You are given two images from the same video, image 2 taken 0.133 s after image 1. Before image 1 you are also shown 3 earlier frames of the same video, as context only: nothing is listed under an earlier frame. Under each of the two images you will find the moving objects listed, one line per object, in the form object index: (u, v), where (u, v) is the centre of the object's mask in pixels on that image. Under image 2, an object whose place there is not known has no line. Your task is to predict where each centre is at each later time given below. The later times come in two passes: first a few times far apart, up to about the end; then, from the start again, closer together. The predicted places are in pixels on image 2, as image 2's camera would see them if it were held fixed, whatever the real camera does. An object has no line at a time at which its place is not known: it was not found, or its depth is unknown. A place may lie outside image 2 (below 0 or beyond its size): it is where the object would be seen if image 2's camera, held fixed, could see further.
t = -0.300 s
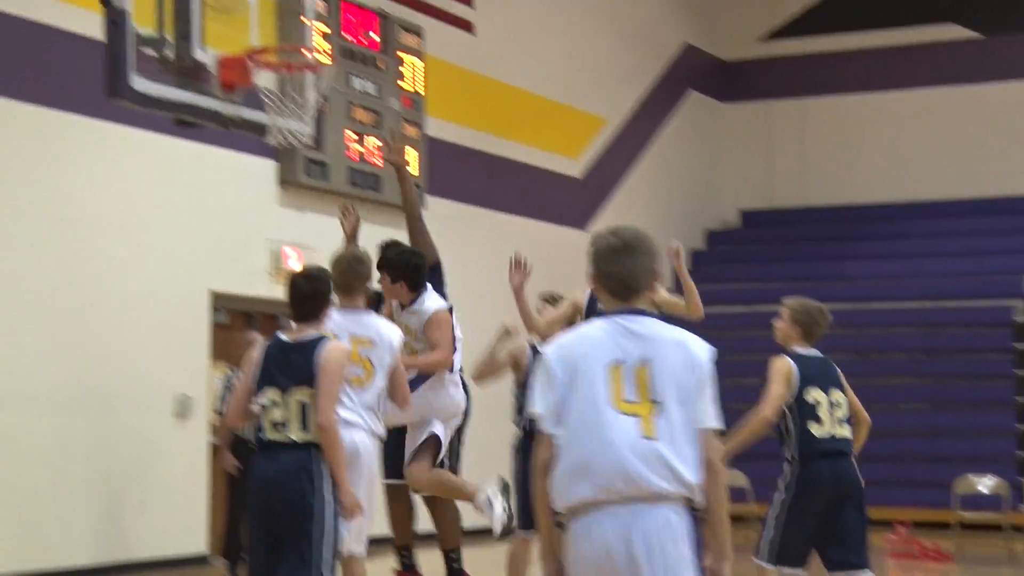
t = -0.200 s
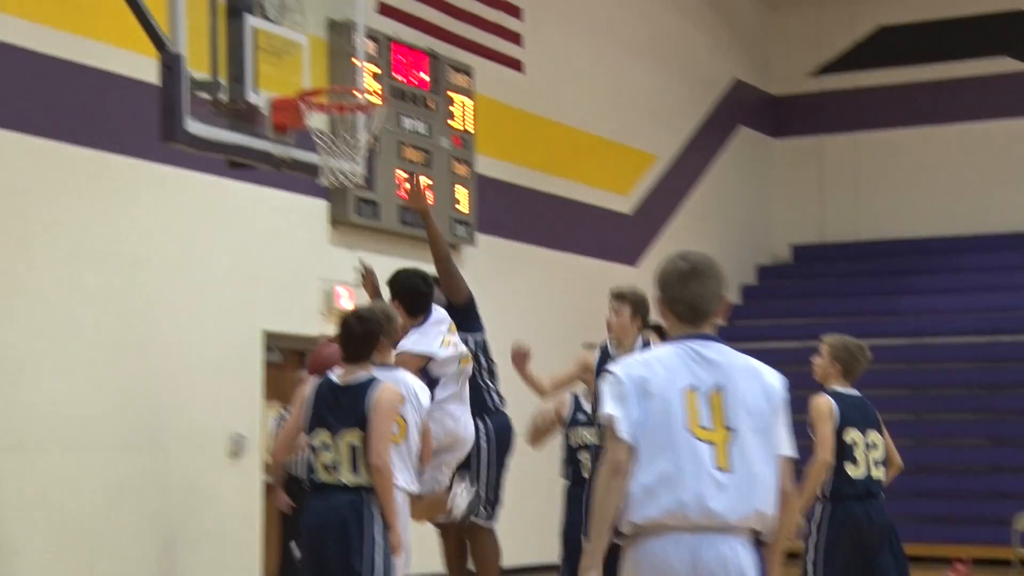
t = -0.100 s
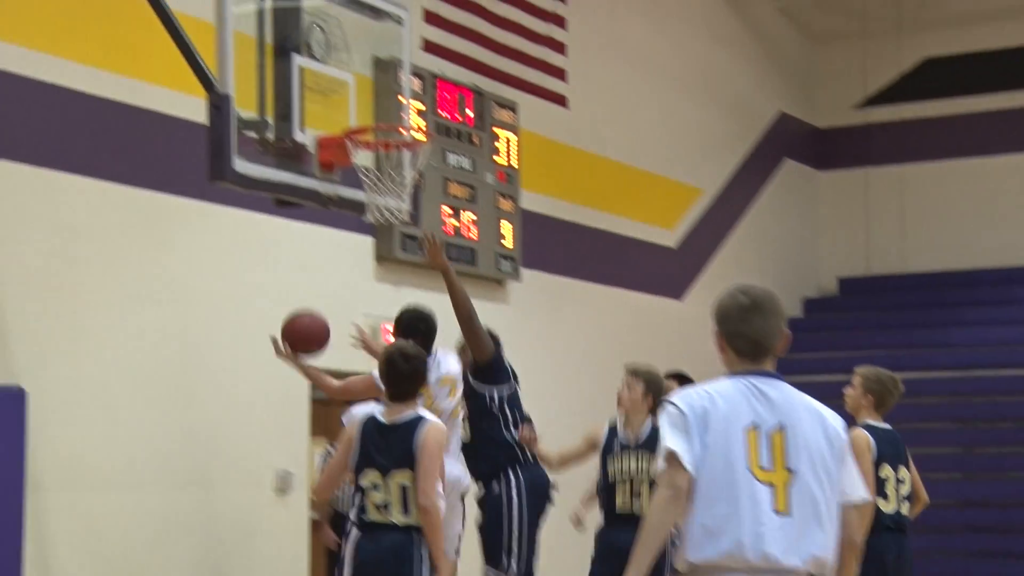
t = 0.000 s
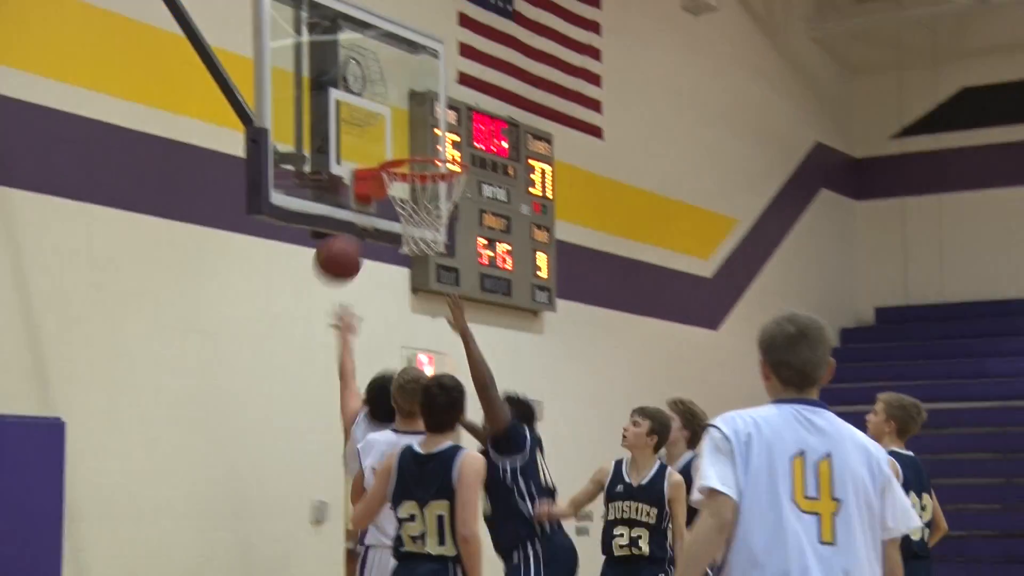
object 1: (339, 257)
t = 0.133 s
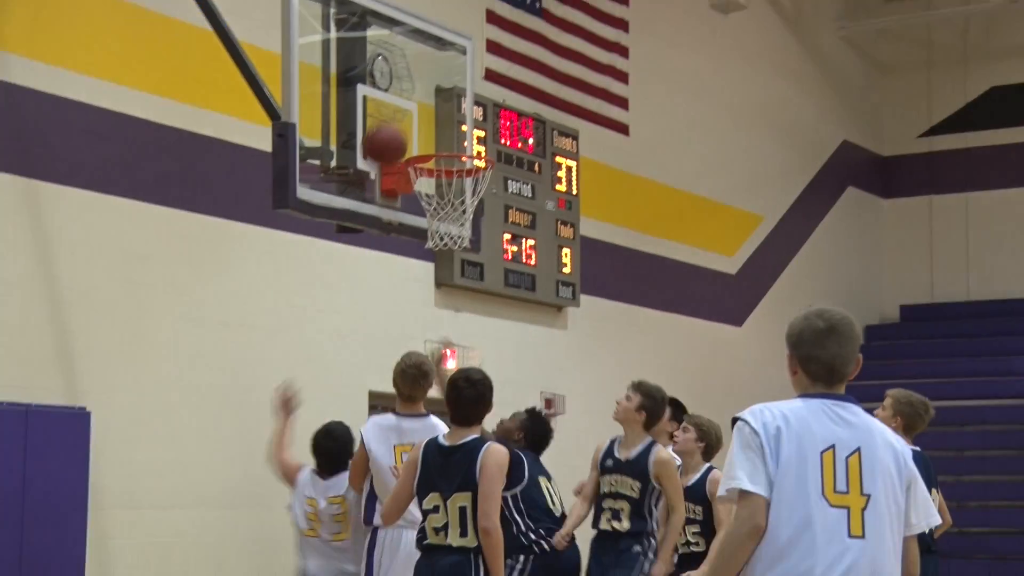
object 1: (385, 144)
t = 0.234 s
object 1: (399, 88)
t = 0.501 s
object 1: (433, 34)
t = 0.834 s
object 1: (473, 140)
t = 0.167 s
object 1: (389, 124)
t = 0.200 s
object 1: (394, 106)
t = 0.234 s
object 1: (399, 88)
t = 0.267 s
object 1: (403, 75)
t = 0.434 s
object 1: (425, 36)
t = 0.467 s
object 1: (429, 34)
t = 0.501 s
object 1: (433, 34)
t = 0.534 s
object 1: (437, 36)
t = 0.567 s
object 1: (441, 41)
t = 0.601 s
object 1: (445, 47)
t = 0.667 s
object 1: (454, 65)
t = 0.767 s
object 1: (465, 105)
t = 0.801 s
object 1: (470, 123)
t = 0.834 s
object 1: (473, 140)
